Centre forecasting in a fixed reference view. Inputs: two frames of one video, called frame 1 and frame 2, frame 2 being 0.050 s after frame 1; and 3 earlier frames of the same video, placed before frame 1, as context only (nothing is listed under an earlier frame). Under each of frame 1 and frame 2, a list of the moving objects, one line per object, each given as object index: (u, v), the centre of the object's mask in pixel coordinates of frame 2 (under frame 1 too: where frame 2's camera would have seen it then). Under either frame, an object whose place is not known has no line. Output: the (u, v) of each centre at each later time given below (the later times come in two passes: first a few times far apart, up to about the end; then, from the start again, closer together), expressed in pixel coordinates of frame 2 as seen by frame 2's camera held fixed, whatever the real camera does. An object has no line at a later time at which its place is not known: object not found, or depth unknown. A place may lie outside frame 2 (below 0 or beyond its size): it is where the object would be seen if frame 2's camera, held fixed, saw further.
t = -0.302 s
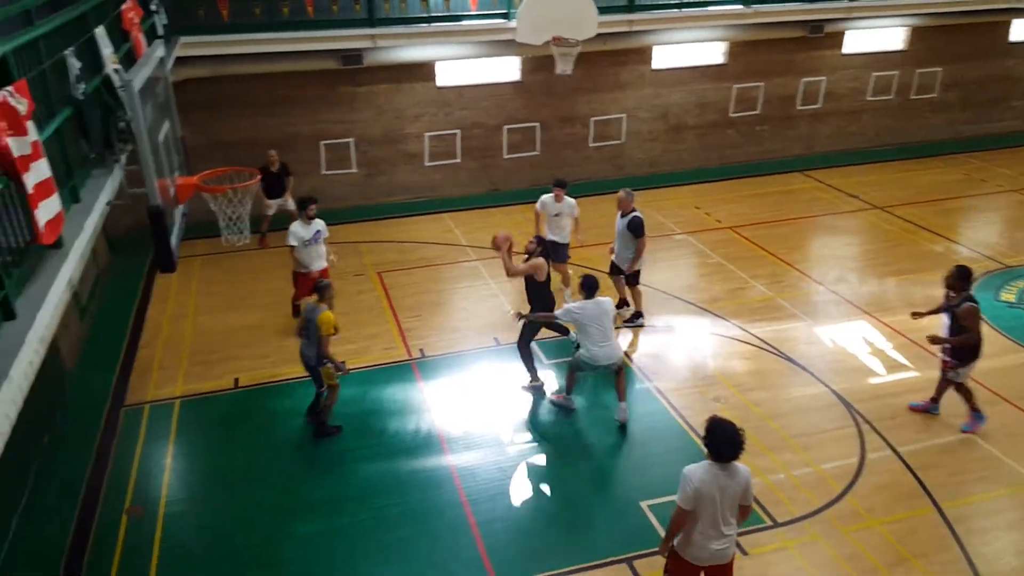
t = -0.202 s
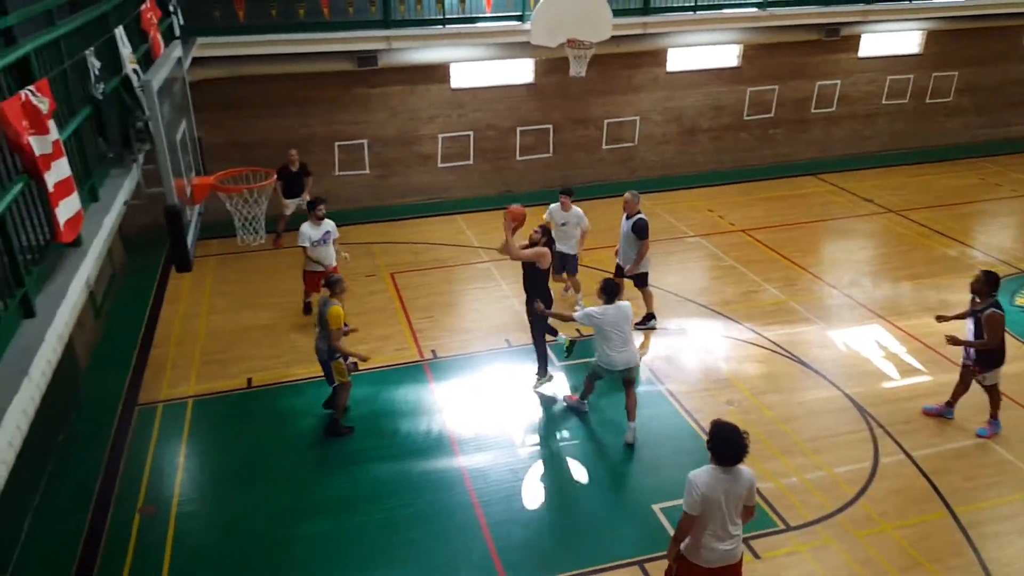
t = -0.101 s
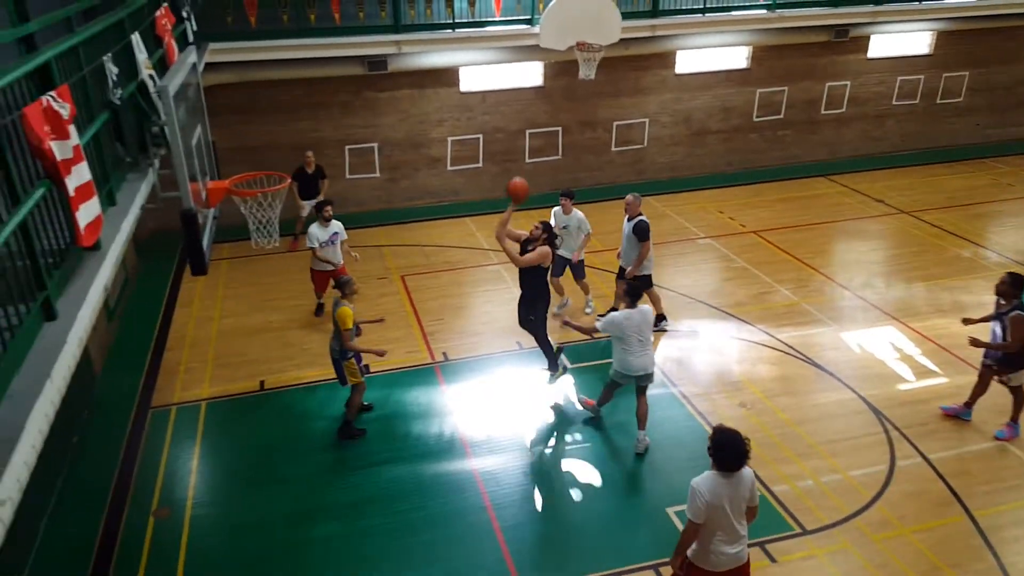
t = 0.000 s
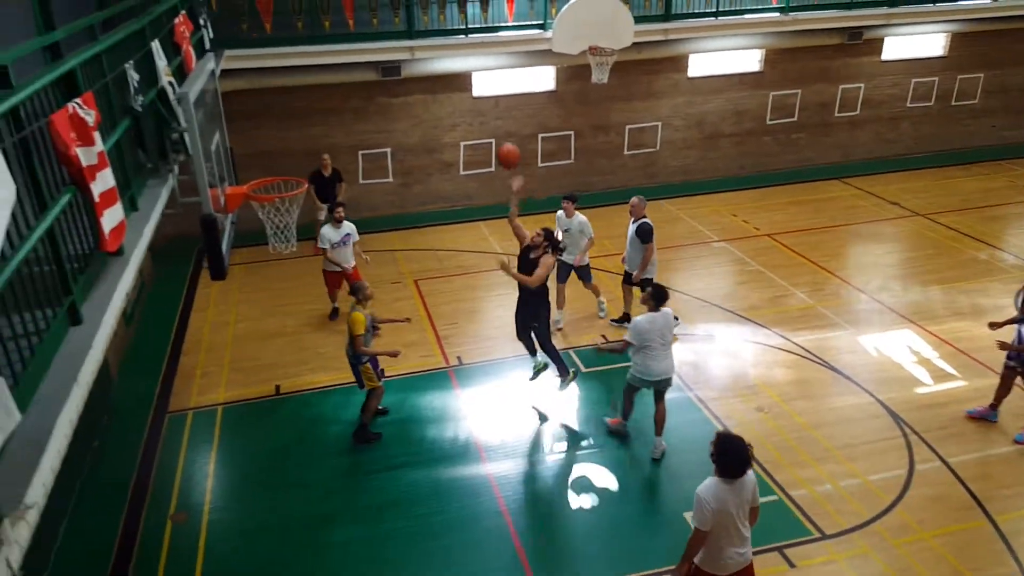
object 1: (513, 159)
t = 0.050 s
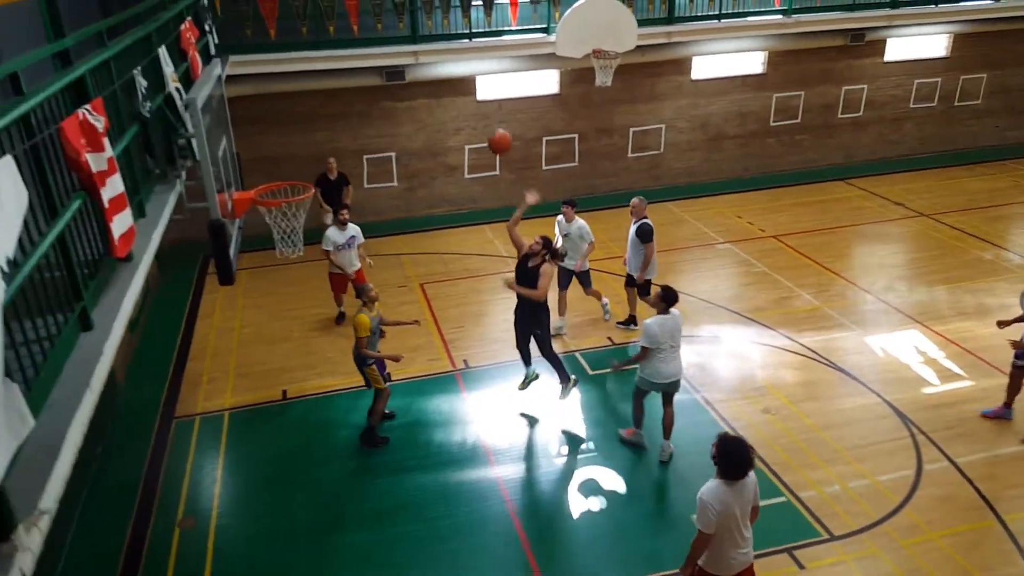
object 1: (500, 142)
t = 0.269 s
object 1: (437, 90)
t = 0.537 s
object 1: (349, 91)
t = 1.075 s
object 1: (320, 113)
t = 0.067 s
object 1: (496, 137)
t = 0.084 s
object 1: (491, 132)
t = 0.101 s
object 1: (486, 127)
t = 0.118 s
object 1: (482, 122)
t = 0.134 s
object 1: (477, 118)
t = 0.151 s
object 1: (473, 114)
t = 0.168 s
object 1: (468, 110)
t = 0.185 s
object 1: (462, 105)
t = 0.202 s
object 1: (457, 102)
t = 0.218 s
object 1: (453, 98)
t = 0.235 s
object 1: (447, 95)
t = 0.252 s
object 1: (442, 92)
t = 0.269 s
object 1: (437, 90)
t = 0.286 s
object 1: (433, 89)
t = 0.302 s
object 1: (428, 86)
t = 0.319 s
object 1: (422, 84)
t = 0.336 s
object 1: (417, 83)
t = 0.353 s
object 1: (411, 82)
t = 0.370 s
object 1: (405, 80)
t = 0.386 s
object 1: (400, 79)
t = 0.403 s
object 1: (393, 80)
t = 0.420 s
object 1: (388, 79)
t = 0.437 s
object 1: (382, 81)
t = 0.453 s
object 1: (377, 82)
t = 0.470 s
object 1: (371, 82)
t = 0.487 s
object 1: (365, 84)
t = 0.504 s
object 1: (360, 86)
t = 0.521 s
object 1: (354, 88)
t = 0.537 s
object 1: (349, 91)
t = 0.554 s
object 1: (344, 95)
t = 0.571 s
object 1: (339, 98)
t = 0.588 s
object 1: (332, 101)
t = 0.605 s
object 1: (327, 105)
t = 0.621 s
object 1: (321, 111)
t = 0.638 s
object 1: (315, 115)
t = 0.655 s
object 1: (309, 120)
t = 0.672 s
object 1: (304, 126)
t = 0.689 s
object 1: (297, 132)
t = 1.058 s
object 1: (315, 115)
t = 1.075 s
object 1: (320, 113)
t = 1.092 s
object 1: (324, 112)
